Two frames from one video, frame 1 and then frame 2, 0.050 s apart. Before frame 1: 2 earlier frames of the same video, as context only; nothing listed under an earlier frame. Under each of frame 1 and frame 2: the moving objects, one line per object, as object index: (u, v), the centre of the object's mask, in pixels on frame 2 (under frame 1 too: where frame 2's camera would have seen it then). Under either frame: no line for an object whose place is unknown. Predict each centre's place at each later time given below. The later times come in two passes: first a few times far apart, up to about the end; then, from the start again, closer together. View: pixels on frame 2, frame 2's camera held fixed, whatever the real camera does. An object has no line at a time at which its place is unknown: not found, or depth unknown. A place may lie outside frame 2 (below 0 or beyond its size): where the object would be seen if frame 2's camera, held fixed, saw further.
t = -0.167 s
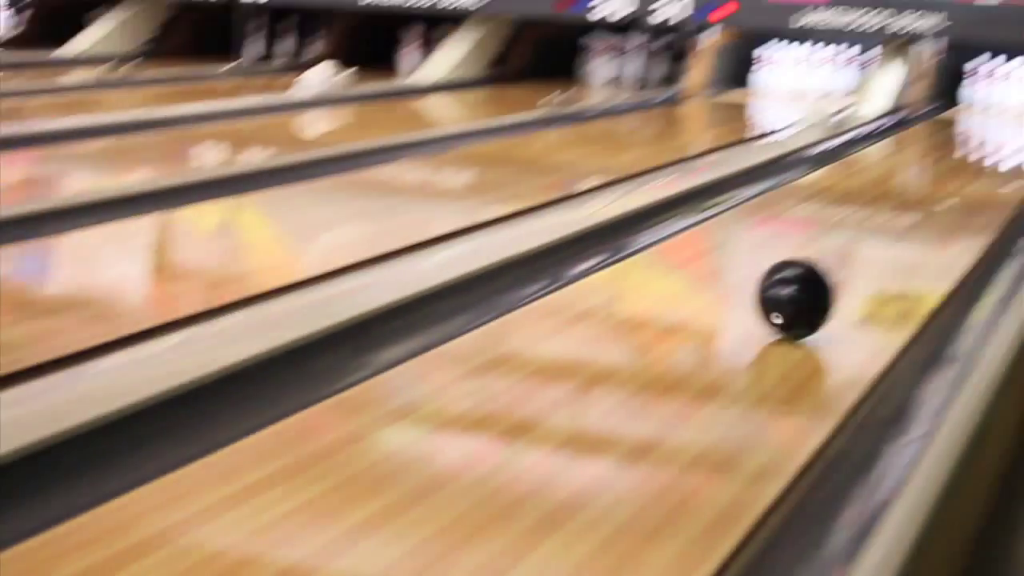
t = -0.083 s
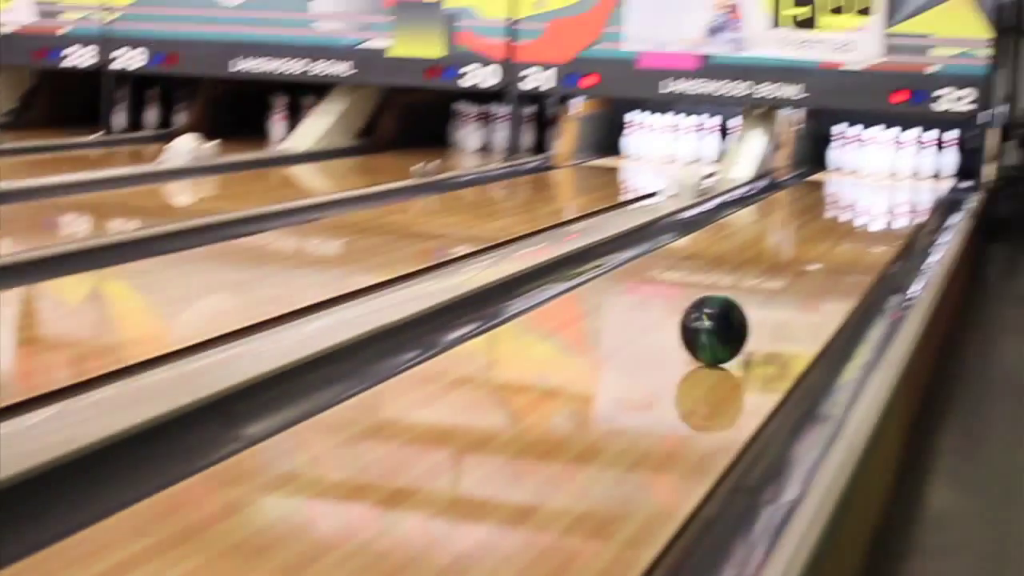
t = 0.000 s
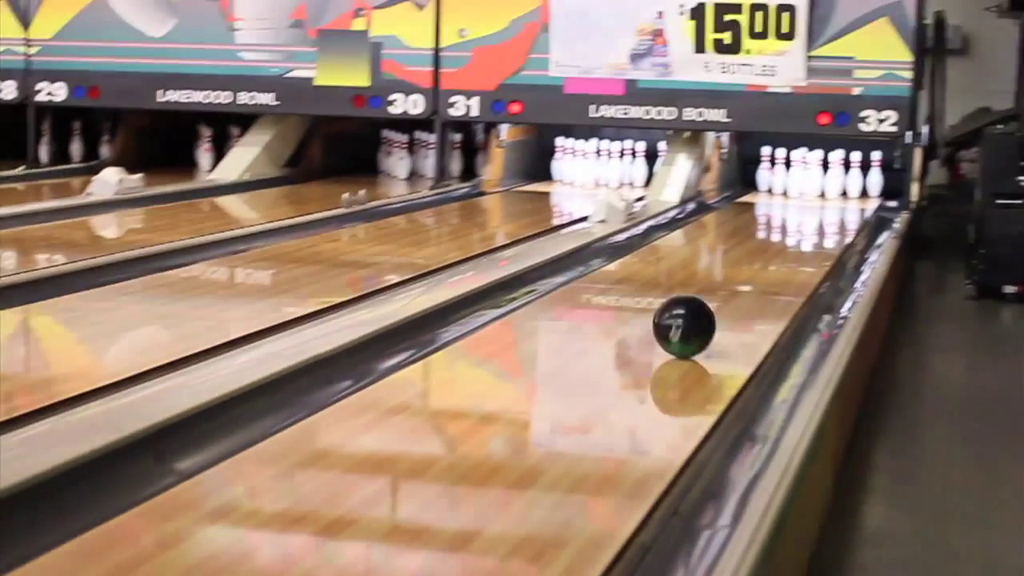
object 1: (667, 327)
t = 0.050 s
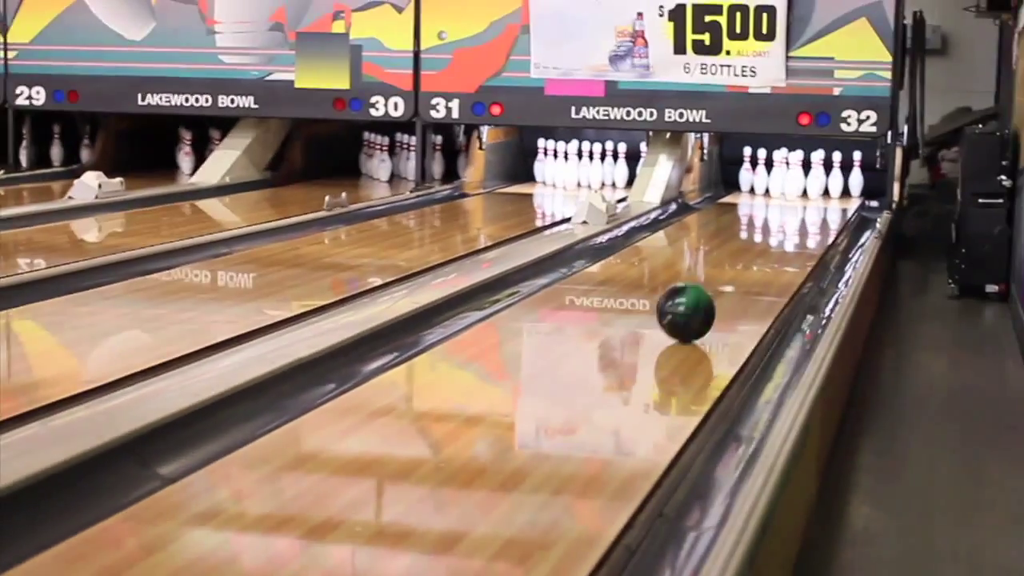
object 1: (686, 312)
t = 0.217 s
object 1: (733, 274)
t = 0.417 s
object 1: (770, 243)
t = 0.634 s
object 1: (792, 219)
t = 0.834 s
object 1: (800, 204)
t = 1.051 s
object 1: (801, 190)
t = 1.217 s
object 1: (809, 186)
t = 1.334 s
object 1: (813, 183)
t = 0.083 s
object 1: (697, 303)
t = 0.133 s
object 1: (711, 291)
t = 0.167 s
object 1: (720, 284)
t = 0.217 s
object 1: (733, 274)
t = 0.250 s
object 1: (741, 268)
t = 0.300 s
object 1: (751, 259)
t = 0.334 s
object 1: (757, 255)
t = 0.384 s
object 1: (765, 247)
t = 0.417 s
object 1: (770, 243)
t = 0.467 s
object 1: (776, 237)
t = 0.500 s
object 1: (780, 233)
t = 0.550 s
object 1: (785, 227)
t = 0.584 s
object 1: (788, 224)
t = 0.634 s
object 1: (792, 219)
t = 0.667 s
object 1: (794, 216)
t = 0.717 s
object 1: (796, 212)
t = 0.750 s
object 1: (798, 209)
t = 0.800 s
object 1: (799, 206)
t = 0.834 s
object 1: (800, 204)
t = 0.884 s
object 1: (800, 200)
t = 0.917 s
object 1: (801, 198)
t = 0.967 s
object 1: (801, 195)
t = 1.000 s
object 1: (801, 193)
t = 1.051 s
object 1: (801, 190)
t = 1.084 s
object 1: (803, 189)
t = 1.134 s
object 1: (806, 187)
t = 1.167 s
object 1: (807, 187)
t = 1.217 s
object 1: (809, 186)
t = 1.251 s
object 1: (810, 185)
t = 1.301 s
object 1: (812, 184)
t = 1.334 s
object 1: (813, 183)
